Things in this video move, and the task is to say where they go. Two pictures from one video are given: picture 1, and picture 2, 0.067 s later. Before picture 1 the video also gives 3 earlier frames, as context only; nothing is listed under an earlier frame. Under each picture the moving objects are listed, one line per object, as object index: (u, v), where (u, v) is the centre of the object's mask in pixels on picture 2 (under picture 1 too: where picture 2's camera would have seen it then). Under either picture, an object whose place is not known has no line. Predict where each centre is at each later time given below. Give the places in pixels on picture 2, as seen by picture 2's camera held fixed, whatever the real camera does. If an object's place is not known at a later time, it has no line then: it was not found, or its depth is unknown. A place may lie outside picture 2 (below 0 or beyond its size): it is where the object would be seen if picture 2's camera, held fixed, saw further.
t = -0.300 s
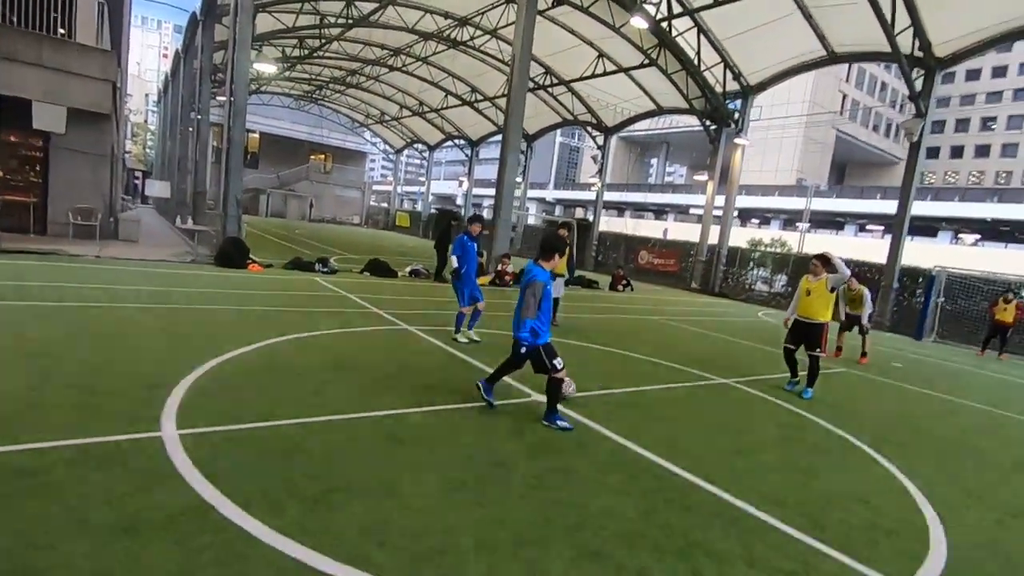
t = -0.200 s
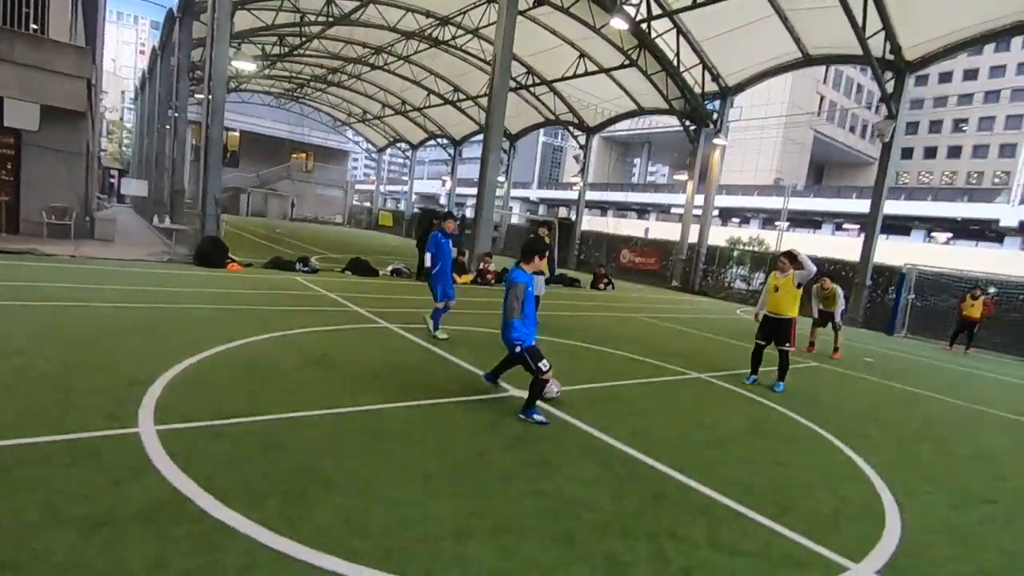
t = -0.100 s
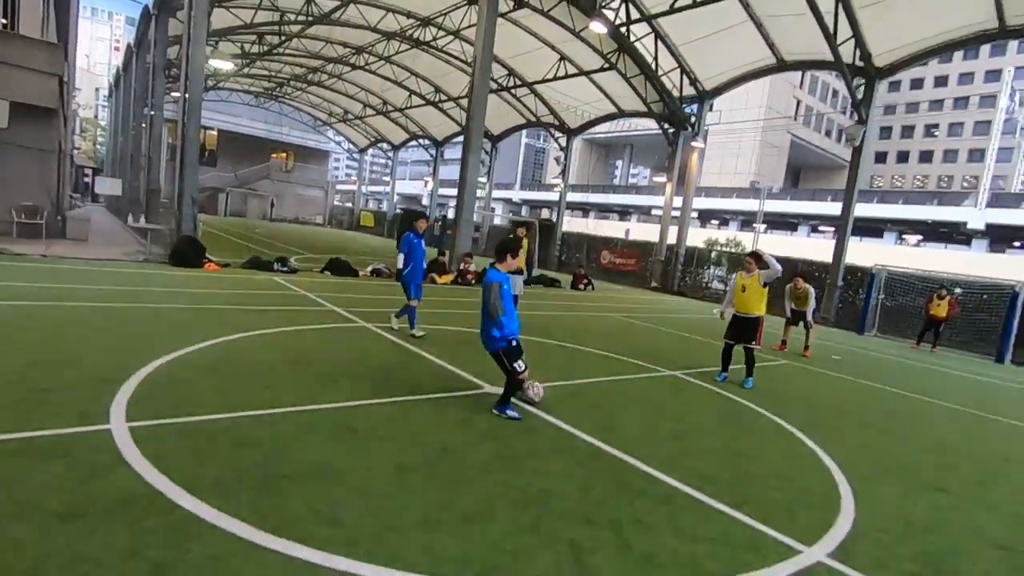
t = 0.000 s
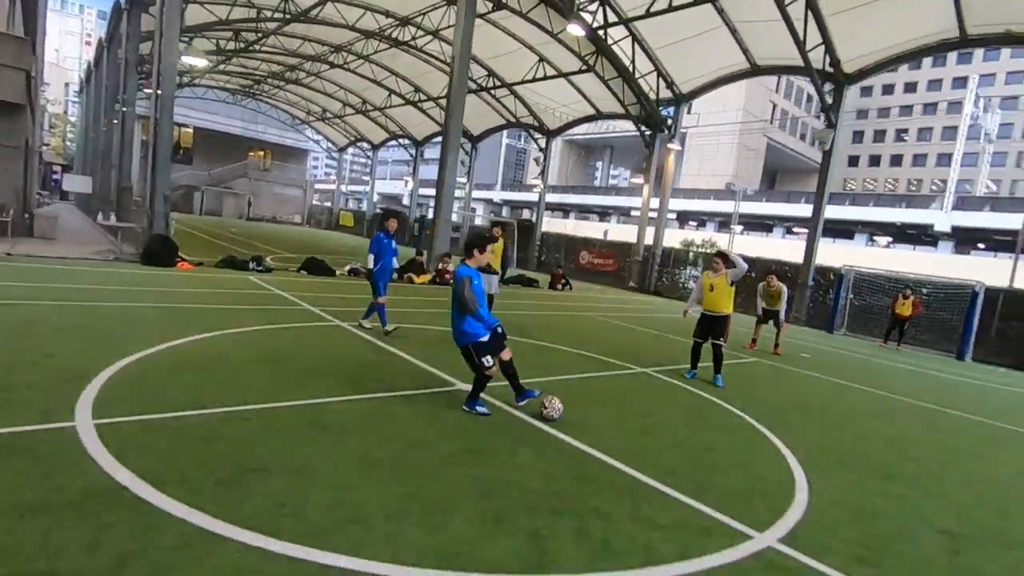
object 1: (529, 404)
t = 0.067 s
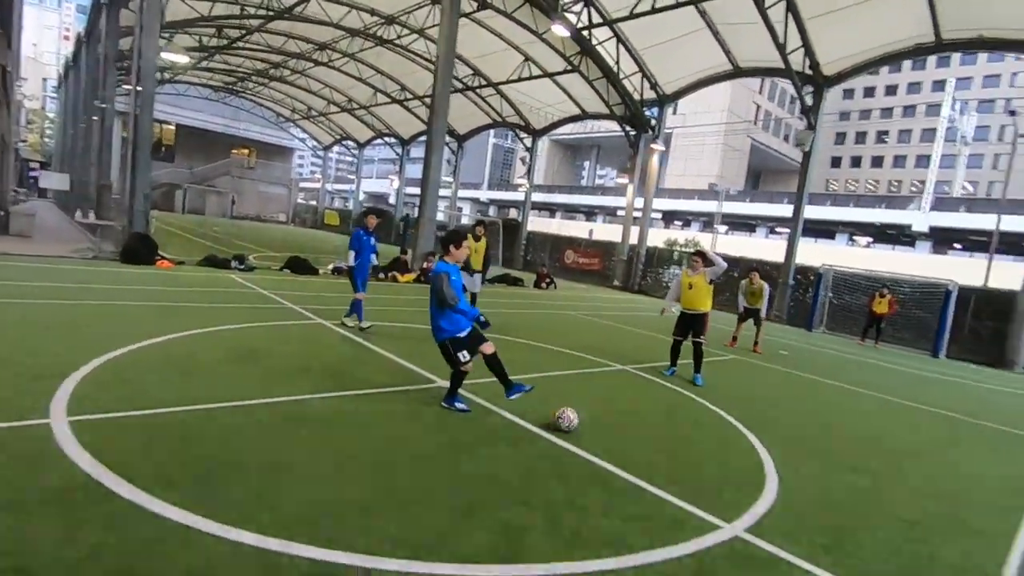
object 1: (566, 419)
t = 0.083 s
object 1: (575, 423)
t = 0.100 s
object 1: (585, 428)
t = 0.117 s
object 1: (596, 431)
